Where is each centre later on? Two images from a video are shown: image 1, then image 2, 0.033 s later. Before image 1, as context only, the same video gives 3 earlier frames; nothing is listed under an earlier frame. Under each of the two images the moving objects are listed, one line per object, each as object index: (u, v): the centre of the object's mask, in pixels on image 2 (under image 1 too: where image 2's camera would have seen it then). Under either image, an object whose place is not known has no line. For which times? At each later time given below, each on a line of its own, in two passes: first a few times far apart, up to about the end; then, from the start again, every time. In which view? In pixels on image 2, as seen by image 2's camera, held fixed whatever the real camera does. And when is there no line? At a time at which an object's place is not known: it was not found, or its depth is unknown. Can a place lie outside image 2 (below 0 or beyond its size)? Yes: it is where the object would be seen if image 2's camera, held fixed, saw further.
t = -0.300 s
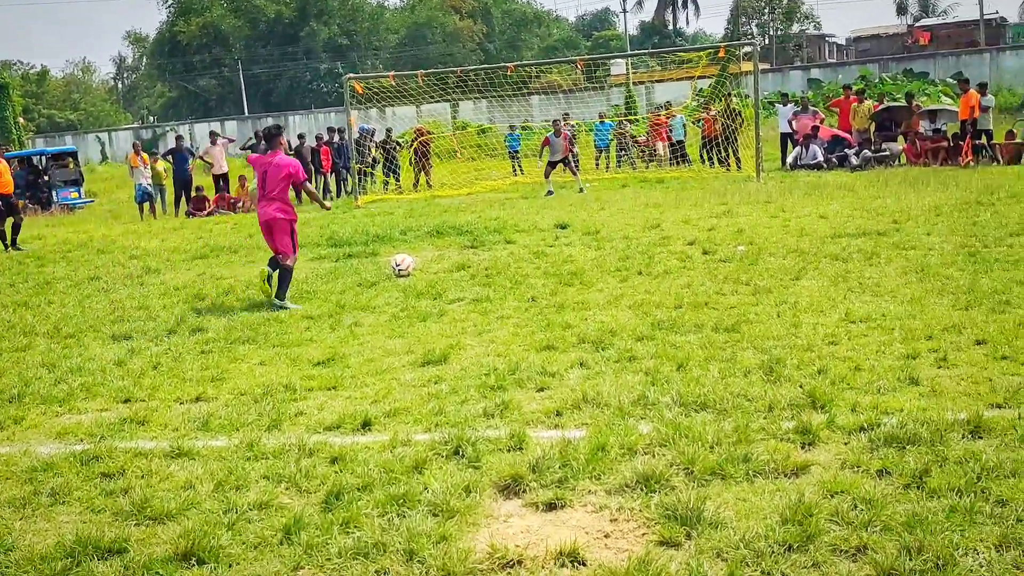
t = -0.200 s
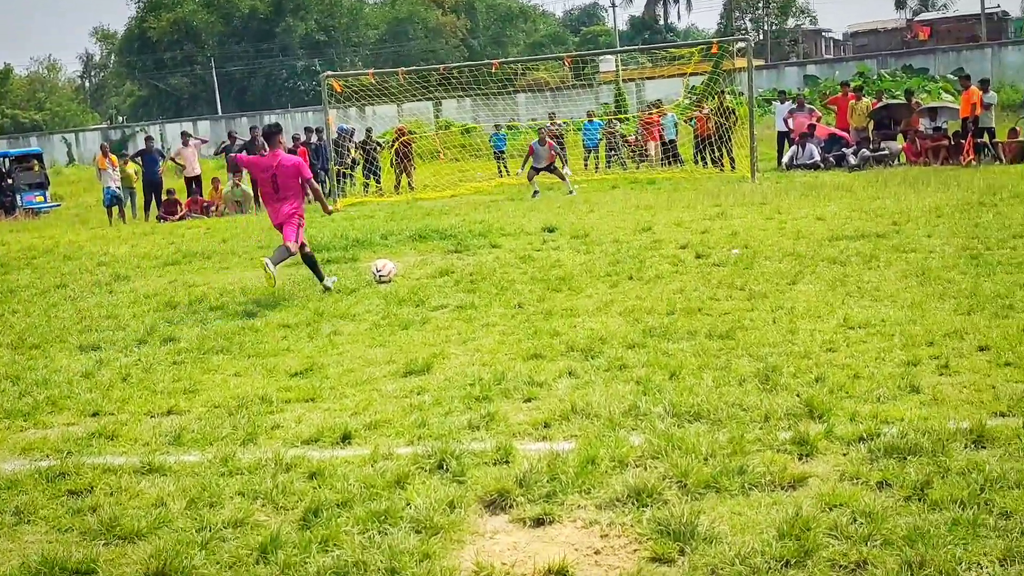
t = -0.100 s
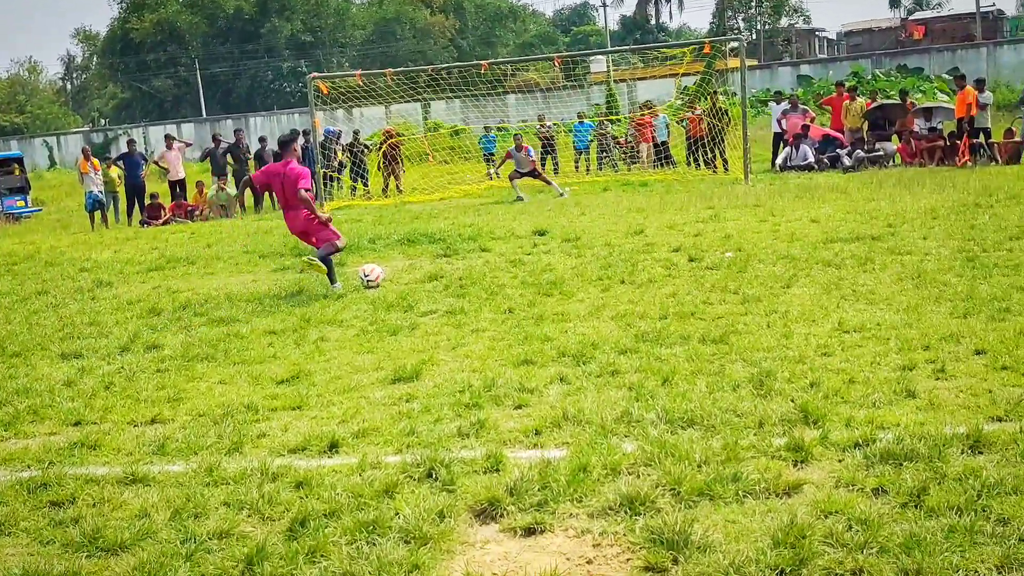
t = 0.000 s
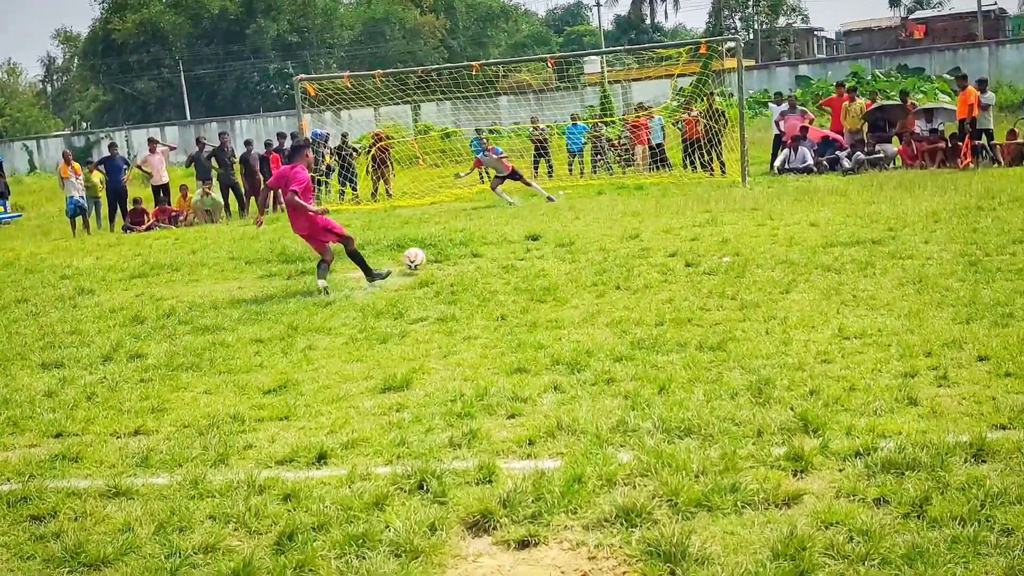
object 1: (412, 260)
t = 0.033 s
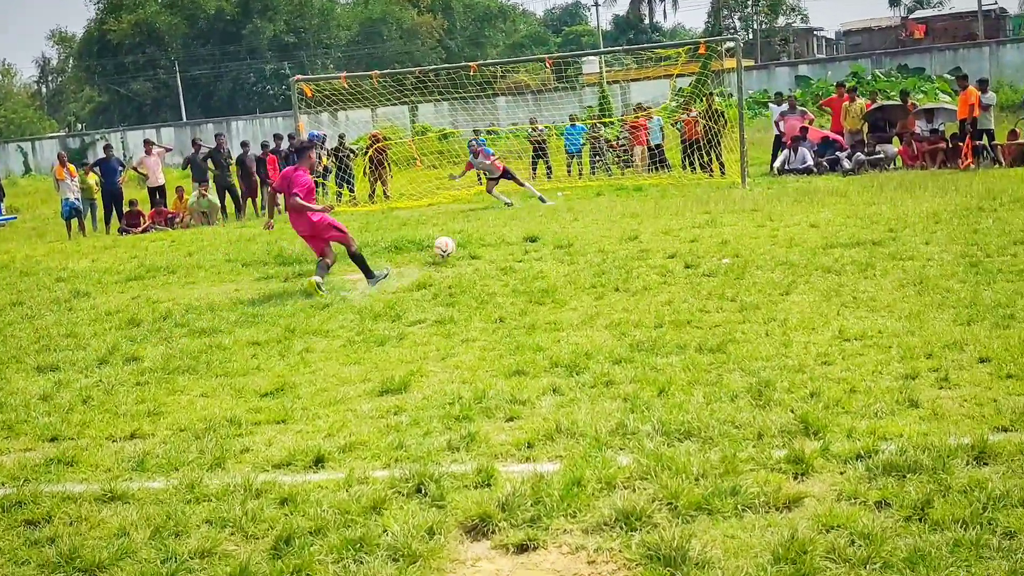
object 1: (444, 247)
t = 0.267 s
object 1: (593, 202)
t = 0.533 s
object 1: (670, 176)
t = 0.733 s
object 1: (693, 134)
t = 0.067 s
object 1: (471, 236)
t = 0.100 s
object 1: (498, 228)
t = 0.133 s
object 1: (521, 220)
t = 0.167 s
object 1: (542, 213)
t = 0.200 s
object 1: (561, 207)
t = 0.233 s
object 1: (578, 204)
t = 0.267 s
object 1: (593, 202)
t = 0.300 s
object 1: (607, 200)
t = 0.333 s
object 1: (620, 199)
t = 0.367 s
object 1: (631, 199)
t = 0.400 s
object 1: (642, 198)
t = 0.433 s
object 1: (651, 198)
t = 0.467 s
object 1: (657, 189)
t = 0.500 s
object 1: (664, 183)
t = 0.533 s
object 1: (670, 176)
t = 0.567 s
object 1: (676, 171)
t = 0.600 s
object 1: (681, 163)
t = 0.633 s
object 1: (685, 157)
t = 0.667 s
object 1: (689, 149)
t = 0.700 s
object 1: (691, 140)
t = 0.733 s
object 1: (693, 134)
